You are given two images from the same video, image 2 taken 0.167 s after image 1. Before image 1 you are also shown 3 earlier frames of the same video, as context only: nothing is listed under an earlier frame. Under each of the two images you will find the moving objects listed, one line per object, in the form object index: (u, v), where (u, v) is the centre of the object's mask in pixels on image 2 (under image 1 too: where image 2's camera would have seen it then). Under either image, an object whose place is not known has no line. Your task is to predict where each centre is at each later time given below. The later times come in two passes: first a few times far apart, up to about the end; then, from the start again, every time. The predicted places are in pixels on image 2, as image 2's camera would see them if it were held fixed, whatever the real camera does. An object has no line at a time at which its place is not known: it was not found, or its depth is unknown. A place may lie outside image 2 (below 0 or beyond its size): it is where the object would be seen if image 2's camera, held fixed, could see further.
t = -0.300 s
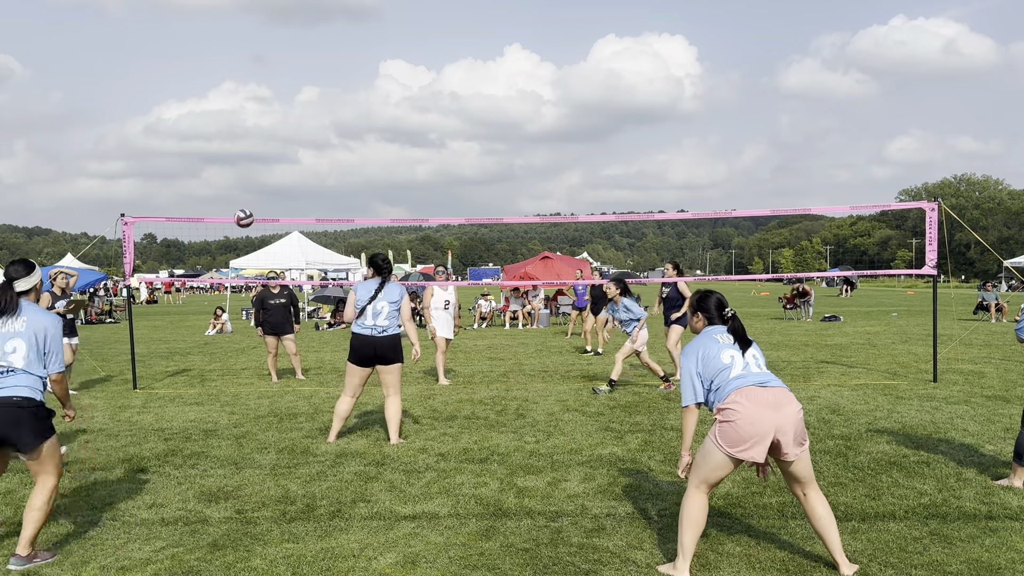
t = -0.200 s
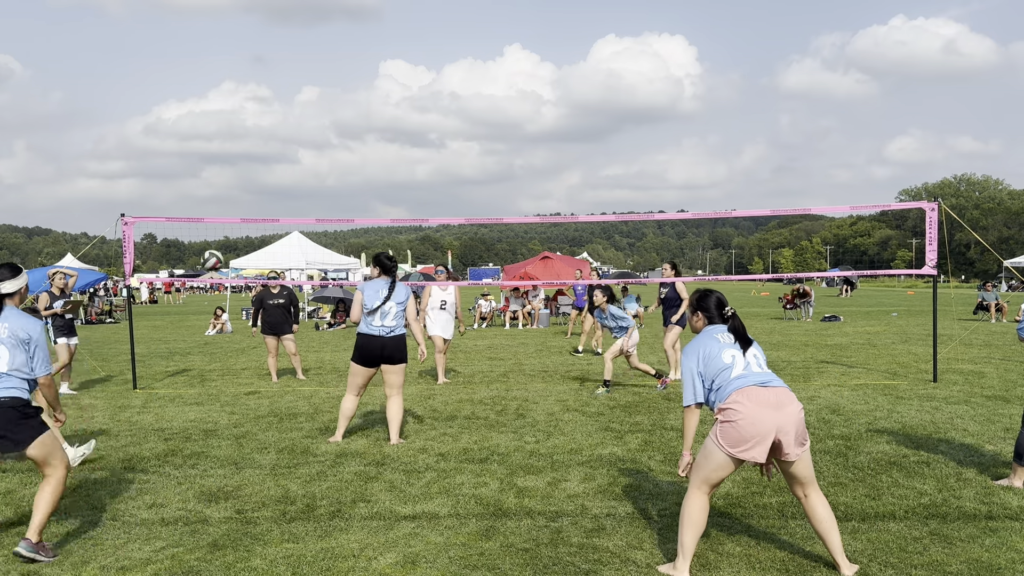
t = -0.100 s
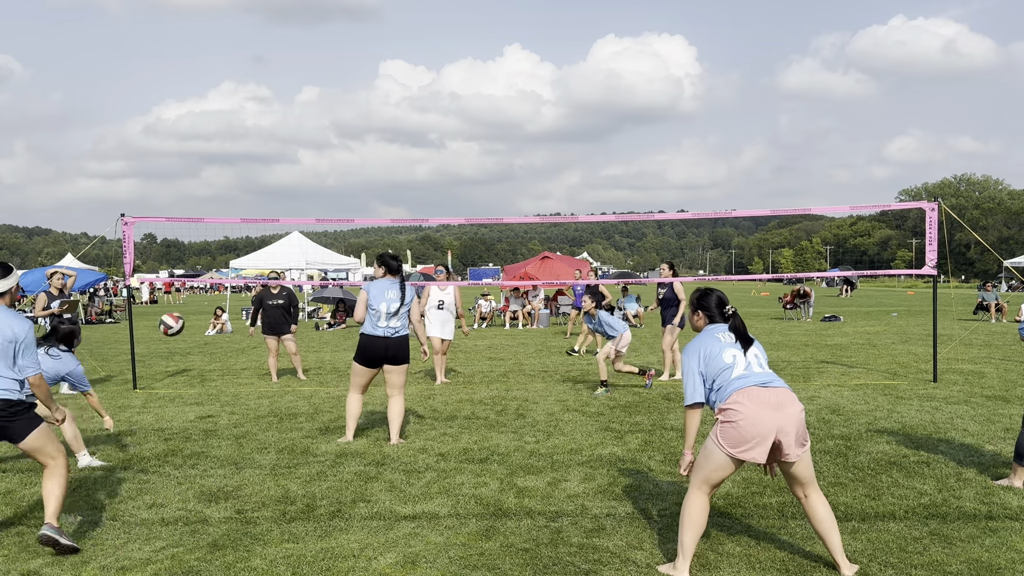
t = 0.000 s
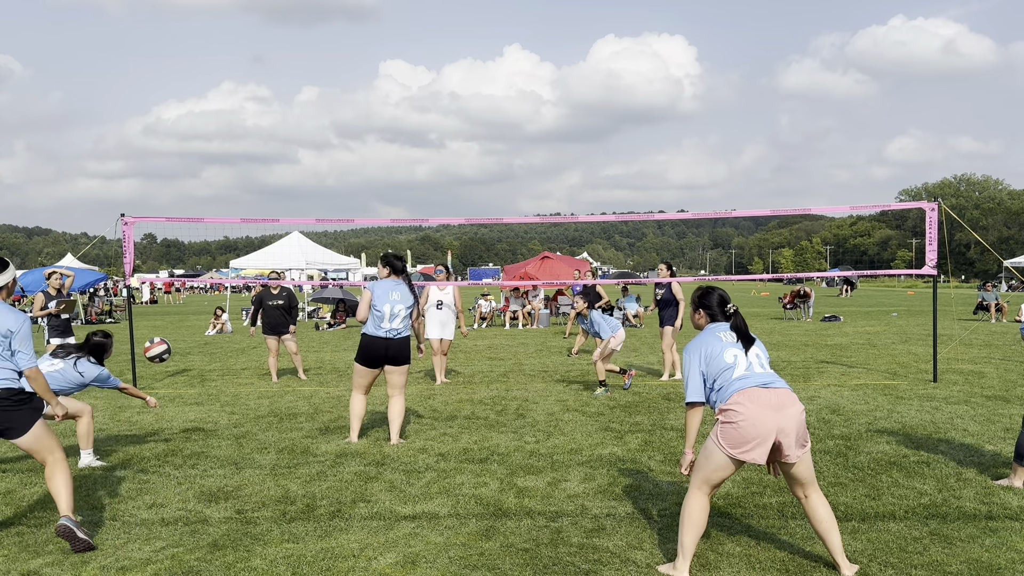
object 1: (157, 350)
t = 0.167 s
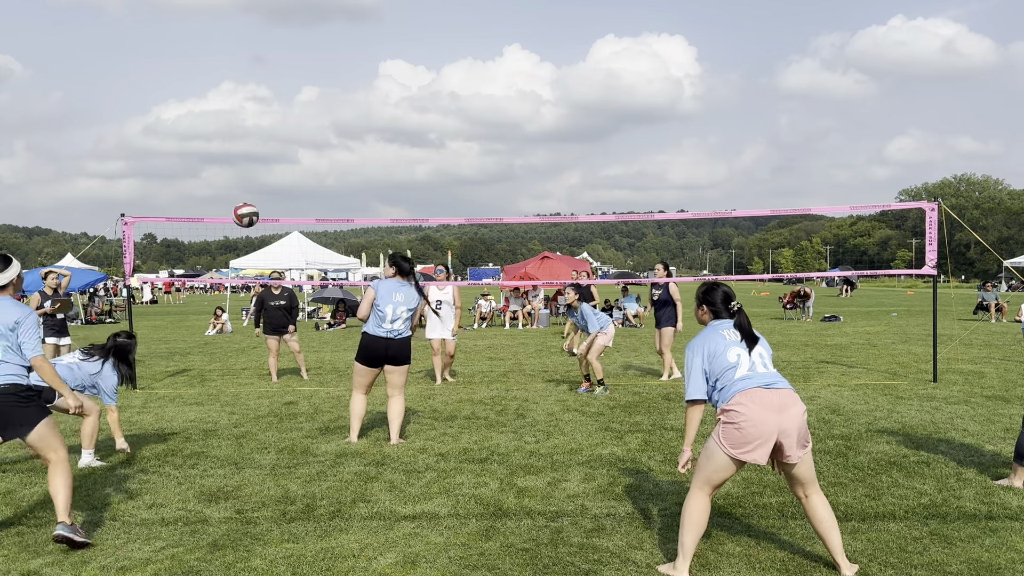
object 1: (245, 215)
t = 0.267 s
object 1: (294, 153)
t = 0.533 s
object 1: (414, 51)
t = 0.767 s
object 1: (508, 29)
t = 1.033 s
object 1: (607, 76)
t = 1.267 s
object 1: (687, 176)
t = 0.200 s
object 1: (262, 193)
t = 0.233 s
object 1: (278, 172)
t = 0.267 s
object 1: (294, 153)
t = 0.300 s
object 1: (310, 136)
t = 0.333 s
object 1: (326, 120)
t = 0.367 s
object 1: (341, 105)
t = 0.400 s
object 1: (356, 92)
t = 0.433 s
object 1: (370, 80)
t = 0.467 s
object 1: (385, 69)
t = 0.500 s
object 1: (399, 59)
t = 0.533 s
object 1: (414, 51)
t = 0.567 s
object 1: (427, 45)
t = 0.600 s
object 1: (441, 39)
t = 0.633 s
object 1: (455, 34)
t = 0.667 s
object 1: (468, 31)
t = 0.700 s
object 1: (481, 29)
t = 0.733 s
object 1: (495, 28)
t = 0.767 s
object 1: (508, 29)
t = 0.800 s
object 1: (520, 30)
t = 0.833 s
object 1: (533, 33)
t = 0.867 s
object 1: (546, 38)
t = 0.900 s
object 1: (559, 43)
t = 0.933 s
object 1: (571, 49)
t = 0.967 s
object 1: (583, 57)
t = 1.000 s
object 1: (595, 66)
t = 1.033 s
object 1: (607, 76)
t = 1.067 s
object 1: (619, 87)
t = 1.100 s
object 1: (631, 99)
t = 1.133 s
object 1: (642, 113)
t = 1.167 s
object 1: (653, 127)
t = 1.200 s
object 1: (665, 142)
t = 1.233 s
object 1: (676, 159)
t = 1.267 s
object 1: (687, 176)
